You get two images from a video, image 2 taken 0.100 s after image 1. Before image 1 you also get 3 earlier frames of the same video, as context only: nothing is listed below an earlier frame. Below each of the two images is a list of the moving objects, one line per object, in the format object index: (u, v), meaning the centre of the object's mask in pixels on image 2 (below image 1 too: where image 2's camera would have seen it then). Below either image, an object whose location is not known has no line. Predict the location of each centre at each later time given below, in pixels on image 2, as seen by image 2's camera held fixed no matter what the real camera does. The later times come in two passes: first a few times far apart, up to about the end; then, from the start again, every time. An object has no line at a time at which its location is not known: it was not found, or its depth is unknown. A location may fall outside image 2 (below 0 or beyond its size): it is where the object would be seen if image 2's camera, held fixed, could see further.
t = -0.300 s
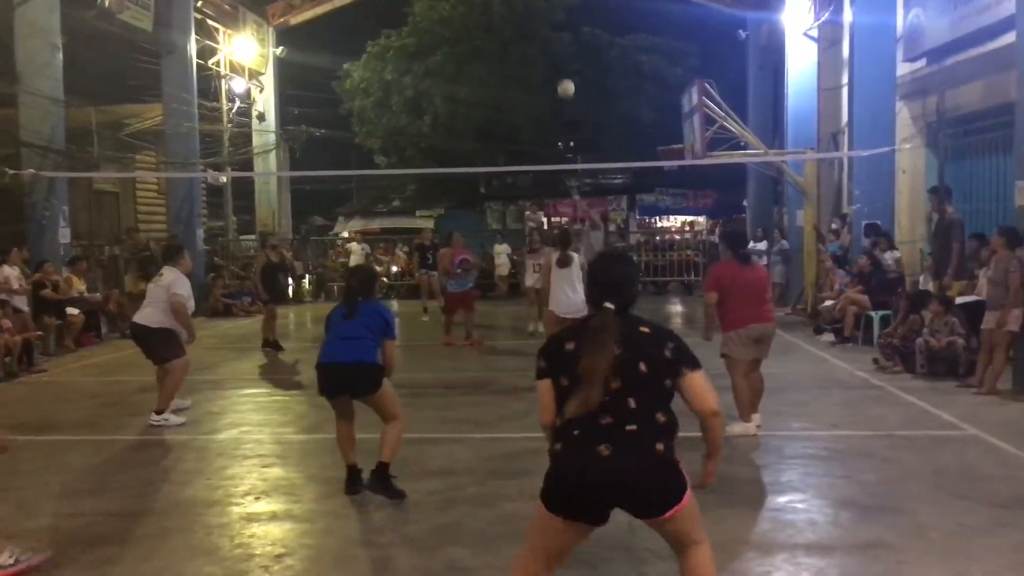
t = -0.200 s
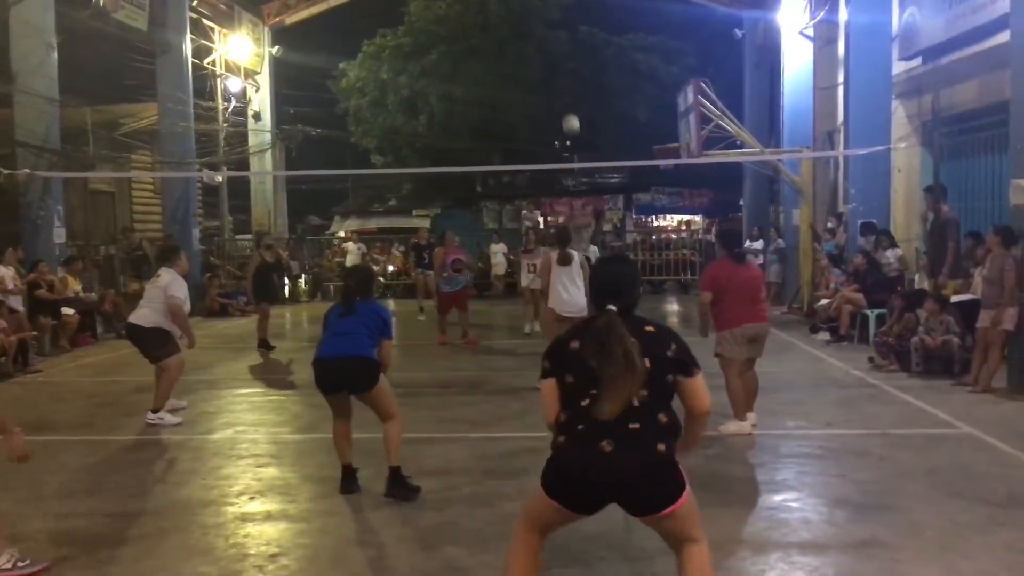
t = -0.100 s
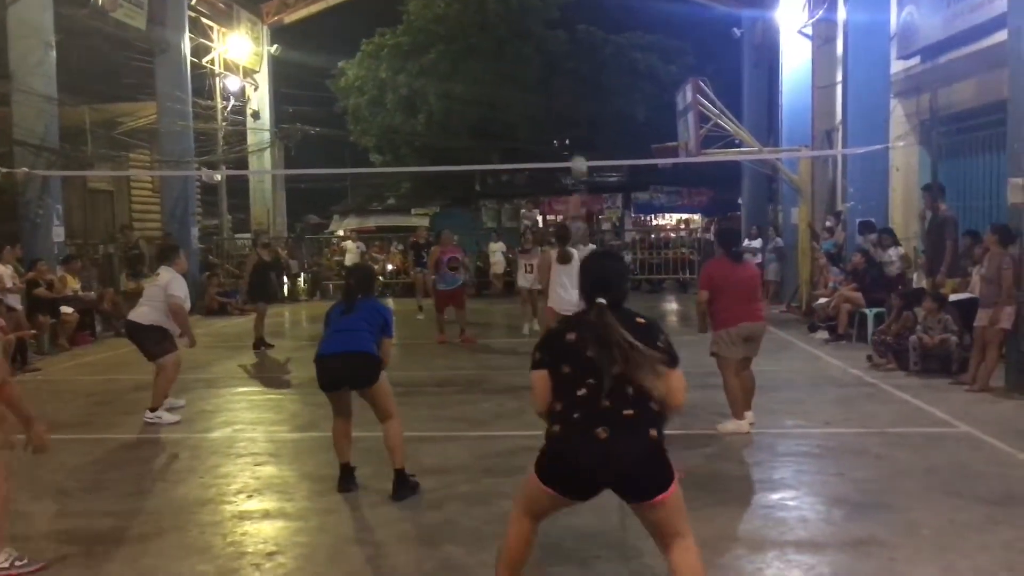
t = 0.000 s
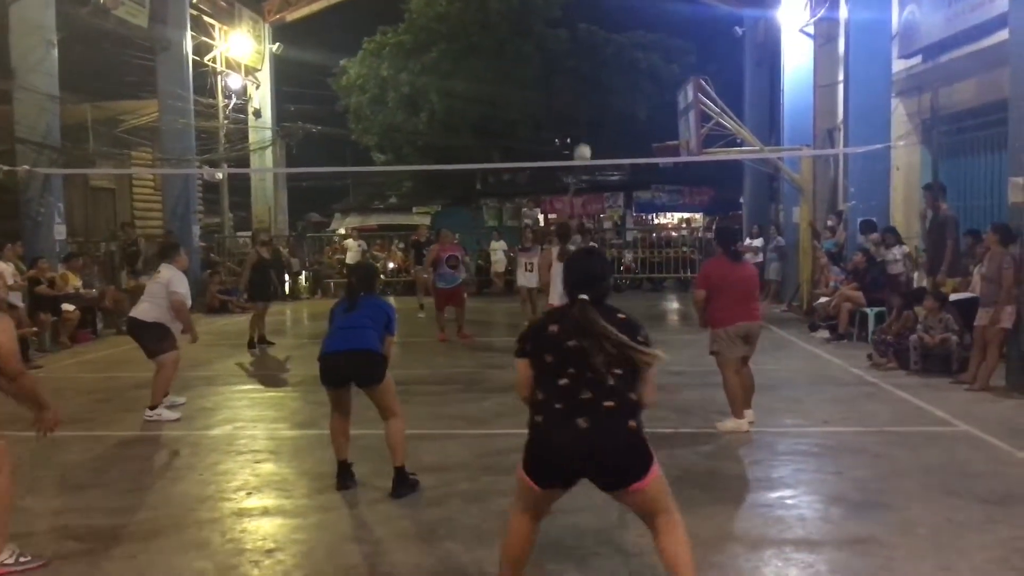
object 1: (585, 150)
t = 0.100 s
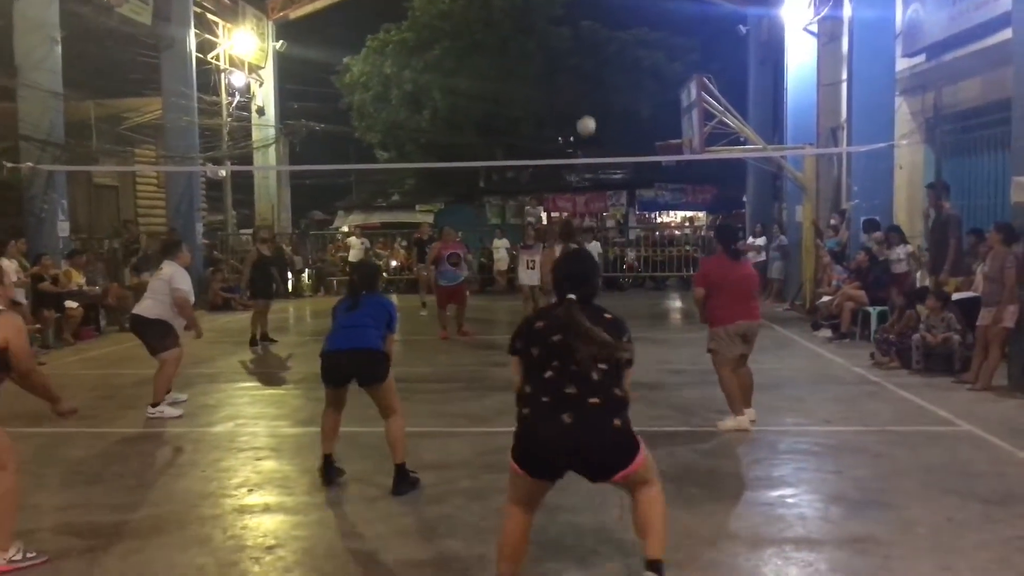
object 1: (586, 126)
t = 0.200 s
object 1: (587, 106)
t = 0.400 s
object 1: (589, 90)
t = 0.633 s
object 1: (596, 127)
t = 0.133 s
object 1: (586, 119)
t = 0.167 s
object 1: (586, 112)
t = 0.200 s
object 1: (587, 106)
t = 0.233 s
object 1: (587, 101)
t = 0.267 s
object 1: (587, 97)
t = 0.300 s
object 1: (587, 94)
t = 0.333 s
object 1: (588, 91)
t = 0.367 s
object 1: (588, 90)
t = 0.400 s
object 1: (589, 90)
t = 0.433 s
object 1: (589, 91)
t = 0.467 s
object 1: (590, 93)
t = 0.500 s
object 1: (591, 97)
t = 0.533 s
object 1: (592, 102)
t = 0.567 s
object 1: (594, 109)
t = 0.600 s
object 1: (595, 117)
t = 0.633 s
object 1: (596, 127)
